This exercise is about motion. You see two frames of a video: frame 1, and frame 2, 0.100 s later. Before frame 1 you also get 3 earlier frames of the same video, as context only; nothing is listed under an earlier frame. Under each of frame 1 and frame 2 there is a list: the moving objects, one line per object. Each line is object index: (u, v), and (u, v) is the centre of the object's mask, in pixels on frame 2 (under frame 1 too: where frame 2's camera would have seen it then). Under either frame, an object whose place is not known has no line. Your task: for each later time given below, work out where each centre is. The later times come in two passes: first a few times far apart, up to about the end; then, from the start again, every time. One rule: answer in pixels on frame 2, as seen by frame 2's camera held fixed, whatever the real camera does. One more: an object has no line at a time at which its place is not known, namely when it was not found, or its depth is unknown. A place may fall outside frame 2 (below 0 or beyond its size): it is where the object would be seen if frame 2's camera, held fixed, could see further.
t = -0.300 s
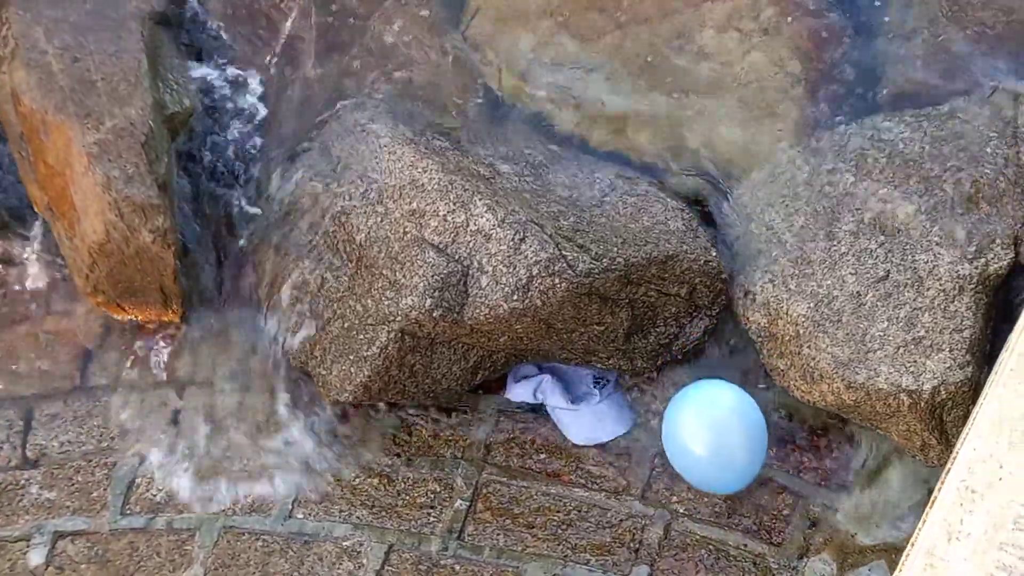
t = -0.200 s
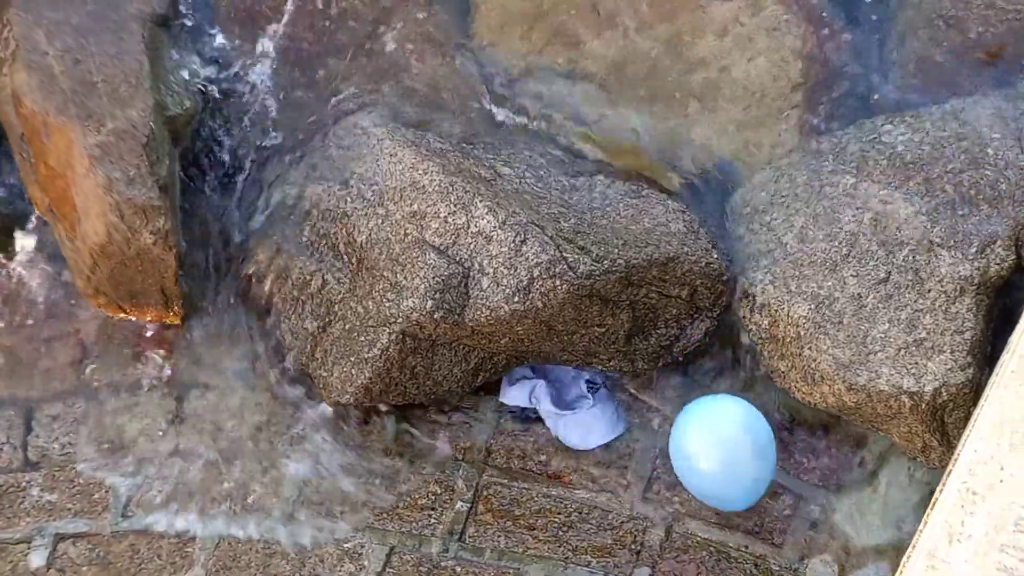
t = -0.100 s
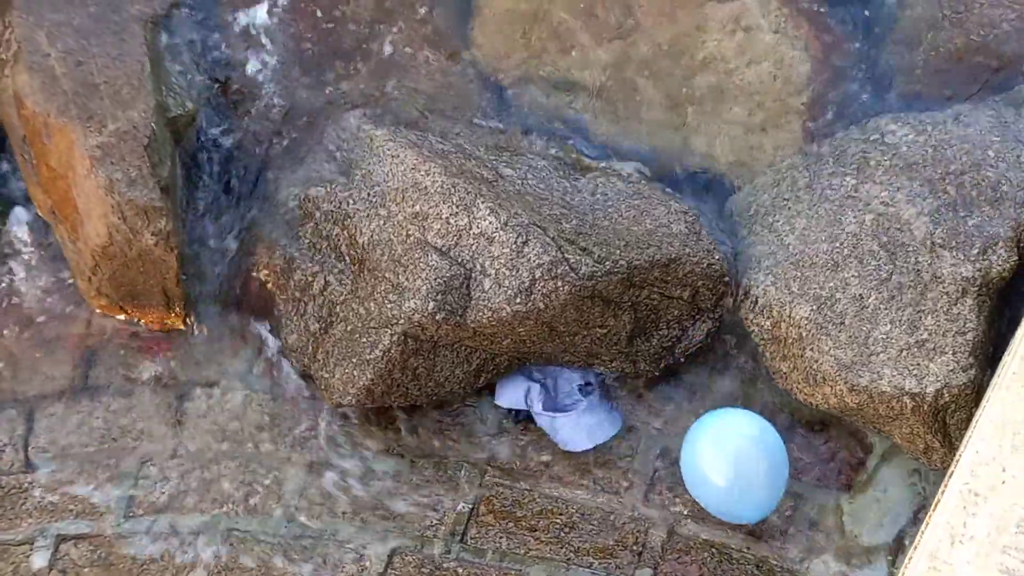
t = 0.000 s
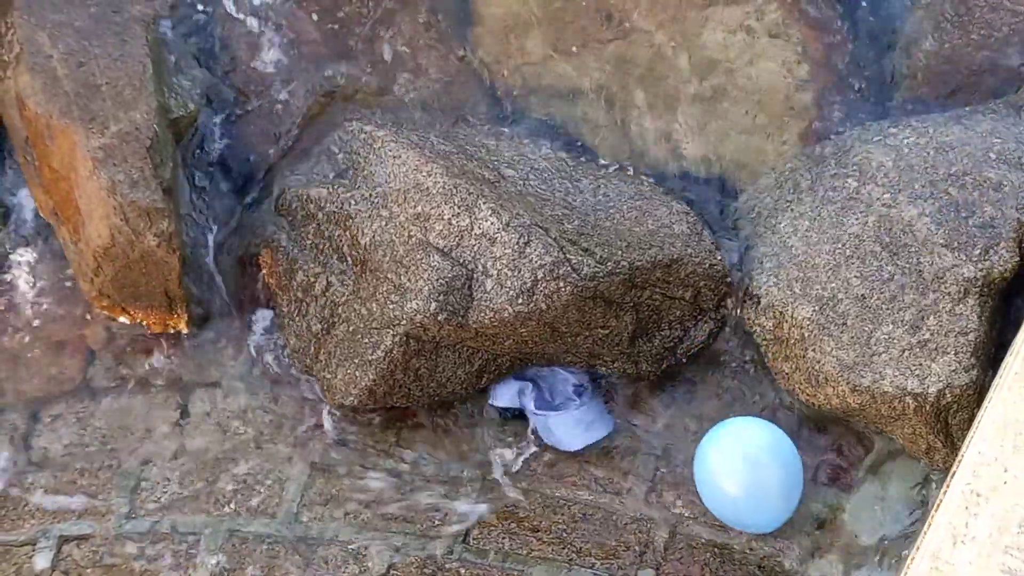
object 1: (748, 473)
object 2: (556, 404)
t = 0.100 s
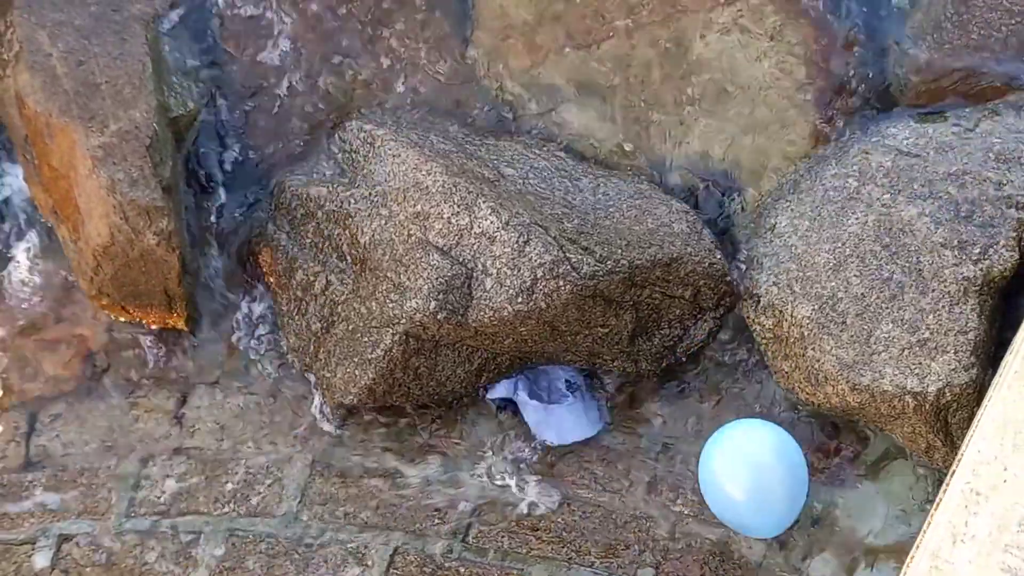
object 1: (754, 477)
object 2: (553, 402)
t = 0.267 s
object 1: (757, 483)
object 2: (552, 394)
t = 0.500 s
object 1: (745, 483)
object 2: (552, 379)
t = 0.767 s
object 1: (730, 453)
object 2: (556, 378)
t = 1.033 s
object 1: (728, 420)
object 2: (557, 380)
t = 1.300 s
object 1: (724, 394)
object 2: (565, 386)
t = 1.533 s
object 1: (717, 384)
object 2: (567, 388)
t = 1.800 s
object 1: (716, 397)
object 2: (577, 394)
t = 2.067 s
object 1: (729, 411)
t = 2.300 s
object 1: (723, 406)
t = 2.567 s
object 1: (732, 410)
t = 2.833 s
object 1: (740, 422)
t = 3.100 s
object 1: (749, 424)
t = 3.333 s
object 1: (748, 421)
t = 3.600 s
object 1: (743, 409)
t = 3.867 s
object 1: (736, 395)
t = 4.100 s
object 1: (736, 387)
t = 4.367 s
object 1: (737, 373)
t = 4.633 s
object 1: (734, 352)
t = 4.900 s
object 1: (728, 362)
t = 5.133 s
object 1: (728, 366)
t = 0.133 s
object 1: (754, 478)
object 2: (553, 401)
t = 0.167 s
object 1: (754, 479)
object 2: (551, 400)
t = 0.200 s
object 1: (756, 480)
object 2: (551, 399)
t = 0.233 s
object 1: (757, 482)
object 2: (552, 395)
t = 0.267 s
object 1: (757, 483)
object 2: (552, 394)
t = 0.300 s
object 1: (755, 484)
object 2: (557, 391)
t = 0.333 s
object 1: (753, 484)
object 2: (554, 389)
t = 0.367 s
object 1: (751, 484)
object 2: (555, 388)
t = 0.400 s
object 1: (749, 483)
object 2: (554, 383)
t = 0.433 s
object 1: (748, 483)
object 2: (554, 380)
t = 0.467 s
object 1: (747, 483)
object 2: (555, 380)
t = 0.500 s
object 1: (745, 483)
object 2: (552, 379)
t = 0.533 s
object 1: (743, 482)
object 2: (550, 380)
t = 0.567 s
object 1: (740, 479)
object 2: (552, 380)
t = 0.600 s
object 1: (737, 475)
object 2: (551, 381)
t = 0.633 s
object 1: (735, 471)
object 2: (552, 375)
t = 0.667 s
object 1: (733, 467)
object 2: (552, 379)
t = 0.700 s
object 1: (732, 462)
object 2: (555, 375)
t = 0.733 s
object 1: (730, 458)
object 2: (557, 375)
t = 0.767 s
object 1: (730, 453)
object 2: (556, 378)
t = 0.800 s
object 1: (729, 448)
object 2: (557, 378)
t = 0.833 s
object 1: (729, 444)
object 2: (555, 377)
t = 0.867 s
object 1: (728, 439)
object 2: (558, 377)
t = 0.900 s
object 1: (728, 435)
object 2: (560, 377)
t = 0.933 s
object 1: (728, 431)
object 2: (562, 377)
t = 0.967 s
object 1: (728, 428)
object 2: (560, 378)
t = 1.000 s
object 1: (728, 424)
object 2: (552, 381)
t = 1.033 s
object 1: (728, 420)
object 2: (557, 380)
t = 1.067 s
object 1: (729, 415)
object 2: (558, 380)
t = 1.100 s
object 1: (730, 410)
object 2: (559, 381)
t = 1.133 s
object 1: (732, 406)
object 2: (562, 382)
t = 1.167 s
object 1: (735, 401)
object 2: (563, 382)
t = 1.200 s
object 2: (564, 383)
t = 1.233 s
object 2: (563, 385)
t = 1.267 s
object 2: (565, 386)
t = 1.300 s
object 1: (724, 394)
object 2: (565, 386)
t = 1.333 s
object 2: (564, 387)
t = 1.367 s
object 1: (721, 392)
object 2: (564, 387)
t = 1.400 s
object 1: (721, 389)
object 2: (563, 387)
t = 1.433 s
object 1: (722, 386)
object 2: (562, 388)
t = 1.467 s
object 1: (722, 382)
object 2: (565, 388)
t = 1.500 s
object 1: (719, 381)
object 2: (566, 388)
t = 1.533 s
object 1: (717, 384)
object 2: (567, 388)
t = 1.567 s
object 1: (716, 386)
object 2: (569, 388)
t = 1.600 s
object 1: (715, 387)
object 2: (571, 389)
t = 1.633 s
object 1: (714, 388)
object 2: (573, 389)
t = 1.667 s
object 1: (713, 390)
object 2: (572, 390)
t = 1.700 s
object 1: (713, 392)
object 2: (573, 391)
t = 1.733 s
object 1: (714, 393)
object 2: (574, 392)
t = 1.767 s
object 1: (715, 395)
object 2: (575, 393)
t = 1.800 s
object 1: (716, 397)
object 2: (577, 394)
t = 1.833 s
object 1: (718, 399)
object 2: (578, 394)
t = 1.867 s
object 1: (721, 401)
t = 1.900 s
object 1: (723, 404)
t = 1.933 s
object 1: (726, 406)
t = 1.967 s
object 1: (728, 408)
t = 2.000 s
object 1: (730, 409)
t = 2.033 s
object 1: (730, 410)
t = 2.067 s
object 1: (729, 411)
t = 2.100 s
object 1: (728, 411)
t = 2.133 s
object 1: (728, 410)
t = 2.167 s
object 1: (727, 409)
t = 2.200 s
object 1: (726, 408)
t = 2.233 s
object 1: (725, 407)
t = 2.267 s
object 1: (724, 407)
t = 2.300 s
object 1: (723, 406)
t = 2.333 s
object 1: (722, 406)
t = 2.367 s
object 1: (723, 405)
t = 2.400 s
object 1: (724, 405)
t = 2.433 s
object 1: (726, 405)
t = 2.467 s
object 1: (728, 405)
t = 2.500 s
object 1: (730, 406)
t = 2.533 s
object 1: (731, 408)
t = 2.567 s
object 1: (732, 410)
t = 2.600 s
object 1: (733, 412)
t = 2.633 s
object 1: (734, 414)
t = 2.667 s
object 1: (736, 415)
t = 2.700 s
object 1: (737, 416)
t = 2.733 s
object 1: (738, 417)
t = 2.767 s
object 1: (739, 419)
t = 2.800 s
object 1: (739, 420)
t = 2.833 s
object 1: (740, 422)
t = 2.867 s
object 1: (742, 424)
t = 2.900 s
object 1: (743, 425)
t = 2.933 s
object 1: (744, 426)
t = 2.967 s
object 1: (745, 427)
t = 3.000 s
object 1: (746, 427)
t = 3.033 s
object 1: (748, 426)
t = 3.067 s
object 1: (748, 425)
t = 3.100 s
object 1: (749, 424)
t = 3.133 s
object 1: (750, 423)
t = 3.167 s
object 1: (750, 423)
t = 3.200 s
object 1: (750, 424)
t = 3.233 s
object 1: (749, 424)
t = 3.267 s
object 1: (749, 424)
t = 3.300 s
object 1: (748, 422)
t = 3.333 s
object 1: (748, 421)
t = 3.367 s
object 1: (748, 419)
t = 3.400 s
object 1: (748, 417)
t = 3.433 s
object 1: (748, 416)
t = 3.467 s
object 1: (748, 414)
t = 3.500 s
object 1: (747, 413)
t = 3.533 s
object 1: (746, 412)
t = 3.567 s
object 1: (744, 411)
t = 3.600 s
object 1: (743, 409)
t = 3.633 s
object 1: (741, 407)
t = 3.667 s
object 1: (740, 405)
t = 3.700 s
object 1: (739, 403)
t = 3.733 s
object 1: (738, 401)
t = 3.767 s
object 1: (737, 400)
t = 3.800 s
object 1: (737, 398)
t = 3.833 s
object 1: (736, 397)
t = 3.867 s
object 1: (736, 395)
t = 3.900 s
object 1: (736, 394)
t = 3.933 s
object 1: (735, 393)
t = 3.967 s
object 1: (735, 392)
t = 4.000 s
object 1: (735, 391)
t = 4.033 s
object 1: (735, 390)
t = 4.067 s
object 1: (736, 389)
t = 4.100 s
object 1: (736, 387)
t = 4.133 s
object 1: (736, 386)
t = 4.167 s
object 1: (737, 385)
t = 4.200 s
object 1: (737, 383)
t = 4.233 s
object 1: (737, 381)
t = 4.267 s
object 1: (737, 380)
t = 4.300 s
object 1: (737, 377)
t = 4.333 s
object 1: (737, 375)
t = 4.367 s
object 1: (737, 373)
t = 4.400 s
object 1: (737, 370)
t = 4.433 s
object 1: (736, 367)
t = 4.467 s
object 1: (736, 364)
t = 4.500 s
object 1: (736, 361)
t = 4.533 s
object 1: (736, 359)
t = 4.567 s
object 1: (736, 356)
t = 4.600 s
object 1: (735, 354)
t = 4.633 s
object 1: (734, 352)
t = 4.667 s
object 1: (732, 350)
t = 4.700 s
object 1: (731, 349)
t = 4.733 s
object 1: (729, 351)
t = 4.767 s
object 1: (729, 355)
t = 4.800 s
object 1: (729, 358)
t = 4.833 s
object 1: (728, 360)
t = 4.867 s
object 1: (728, 361)
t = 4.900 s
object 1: (728, 362)
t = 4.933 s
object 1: (728, 361)
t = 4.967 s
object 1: (728, 362)
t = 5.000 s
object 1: (730, 364)
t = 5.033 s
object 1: (730, 365)
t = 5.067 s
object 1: (728, 365)
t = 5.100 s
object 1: (727, 365)
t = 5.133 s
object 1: (728, 366)
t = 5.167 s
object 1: (728, 367)
